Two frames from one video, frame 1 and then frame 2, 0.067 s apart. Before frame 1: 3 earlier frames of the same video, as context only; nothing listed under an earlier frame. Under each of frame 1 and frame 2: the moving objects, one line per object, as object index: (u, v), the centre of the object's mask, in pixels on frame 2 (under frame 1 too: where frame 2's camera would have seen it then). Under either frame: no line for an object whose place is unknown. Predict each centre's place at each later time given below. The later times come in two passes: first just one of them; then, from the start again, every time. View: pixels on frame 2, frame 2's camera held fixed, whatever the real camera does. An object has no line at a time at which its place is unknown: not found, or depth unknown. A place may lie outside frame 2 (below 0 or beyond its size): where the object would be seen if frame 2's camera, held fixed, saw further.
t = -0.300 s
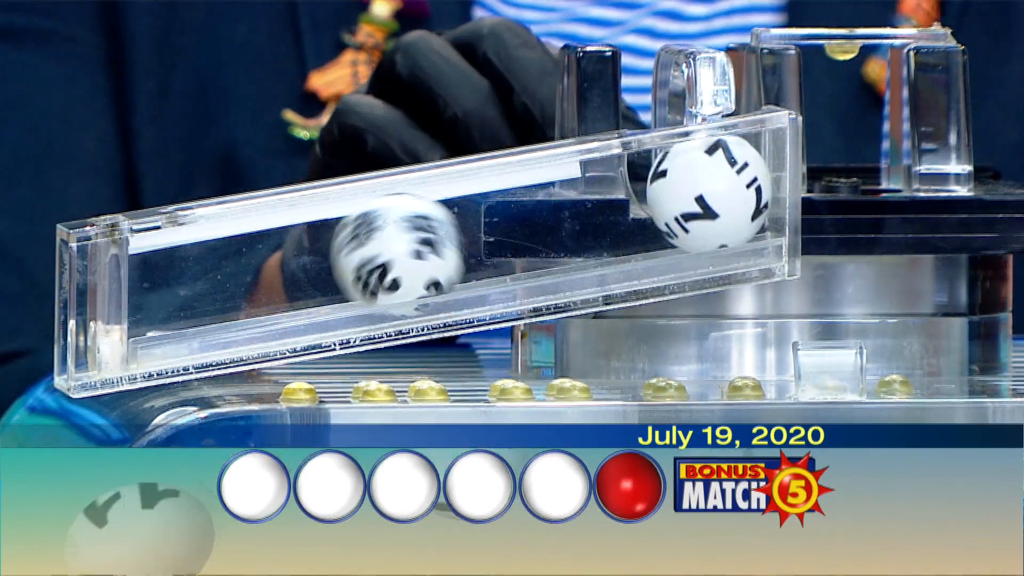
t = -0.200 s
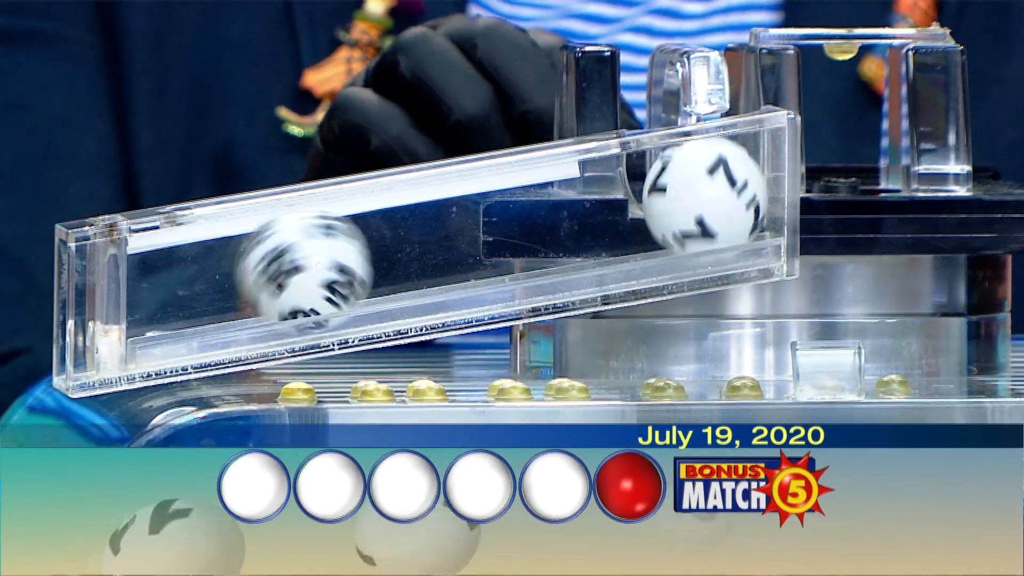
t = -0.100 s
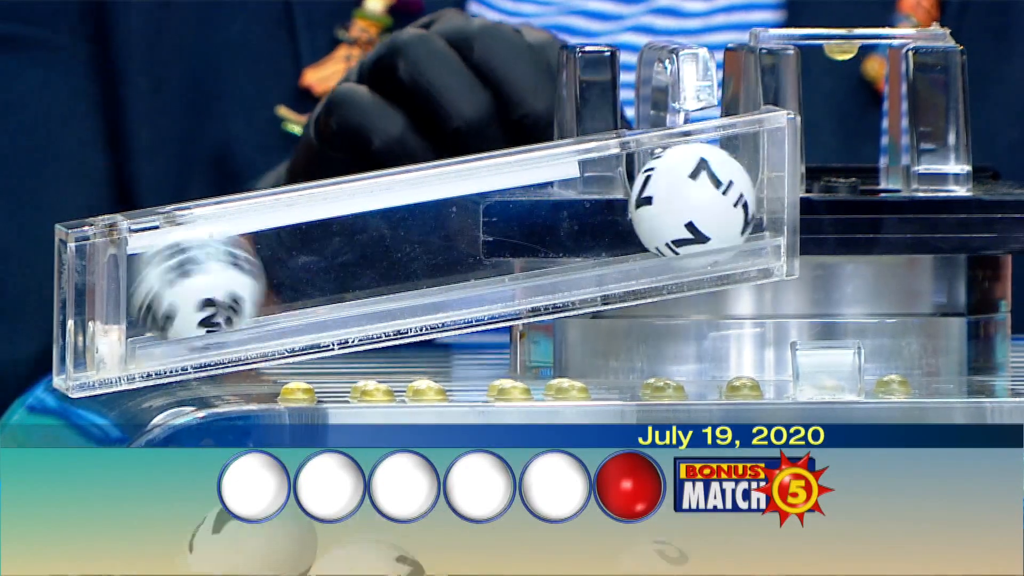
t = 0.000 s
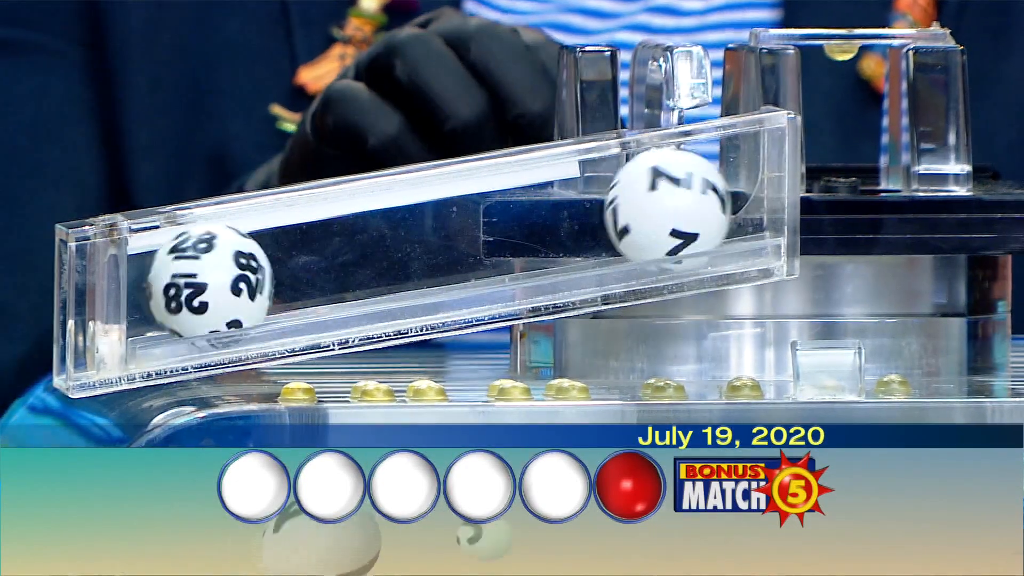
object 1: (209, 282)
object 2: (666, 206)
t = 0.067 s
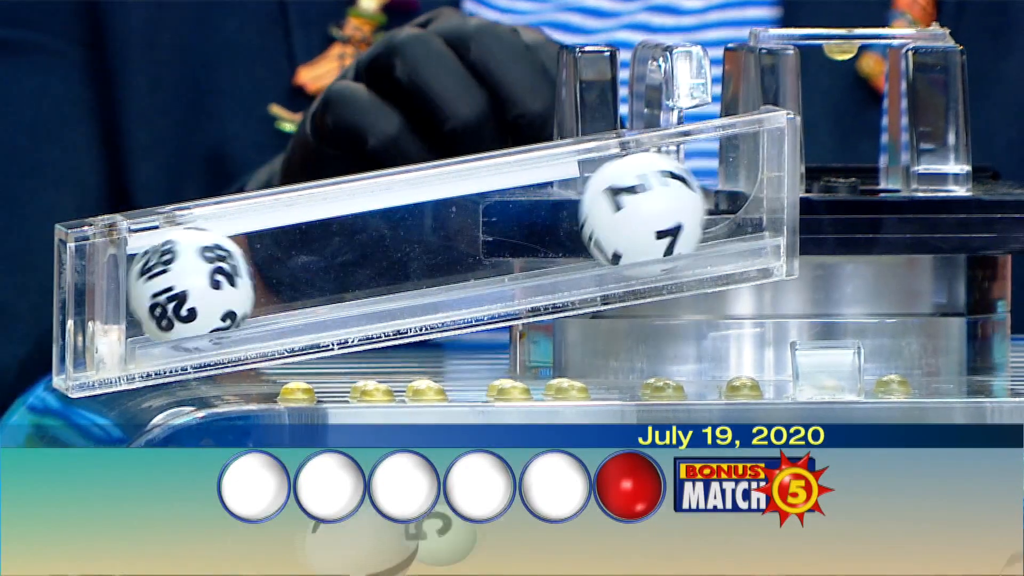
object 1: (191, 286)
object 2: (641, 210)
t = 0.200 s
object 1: (185, 286)
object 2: (569, 222)
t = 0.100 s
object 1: (186, 286)
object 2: (626, 212)
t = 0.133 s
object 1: (185, 286)
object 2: (609, 219)
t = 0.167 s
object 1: (185, 287)
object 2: (590, 220)
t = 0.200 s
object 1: (185, 286)
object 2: (569, 222)
